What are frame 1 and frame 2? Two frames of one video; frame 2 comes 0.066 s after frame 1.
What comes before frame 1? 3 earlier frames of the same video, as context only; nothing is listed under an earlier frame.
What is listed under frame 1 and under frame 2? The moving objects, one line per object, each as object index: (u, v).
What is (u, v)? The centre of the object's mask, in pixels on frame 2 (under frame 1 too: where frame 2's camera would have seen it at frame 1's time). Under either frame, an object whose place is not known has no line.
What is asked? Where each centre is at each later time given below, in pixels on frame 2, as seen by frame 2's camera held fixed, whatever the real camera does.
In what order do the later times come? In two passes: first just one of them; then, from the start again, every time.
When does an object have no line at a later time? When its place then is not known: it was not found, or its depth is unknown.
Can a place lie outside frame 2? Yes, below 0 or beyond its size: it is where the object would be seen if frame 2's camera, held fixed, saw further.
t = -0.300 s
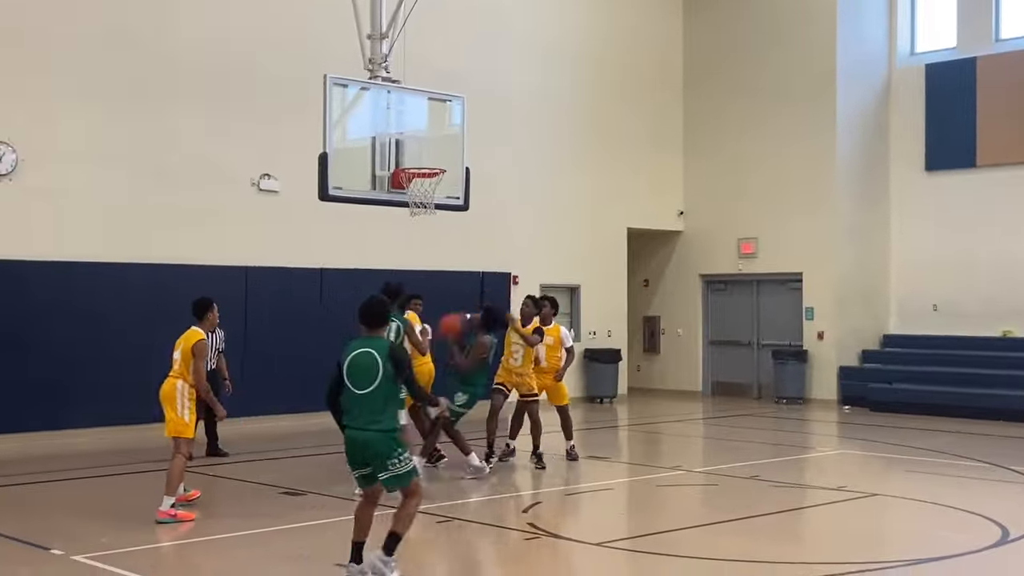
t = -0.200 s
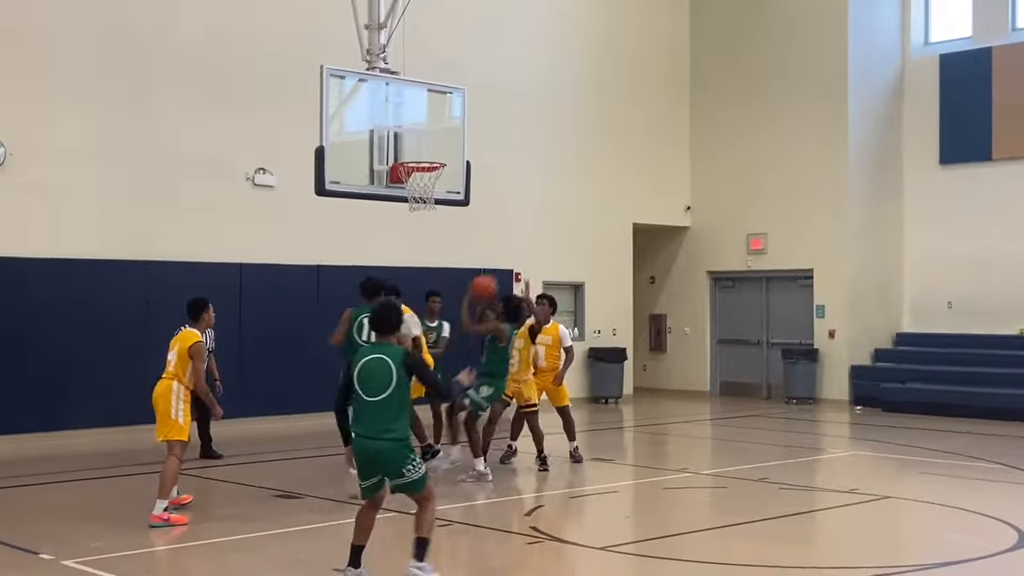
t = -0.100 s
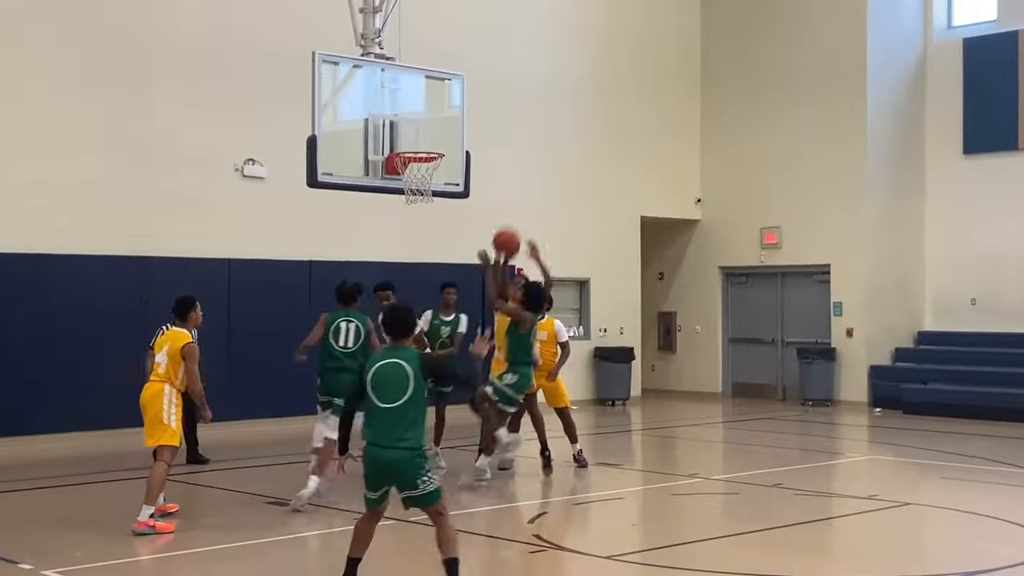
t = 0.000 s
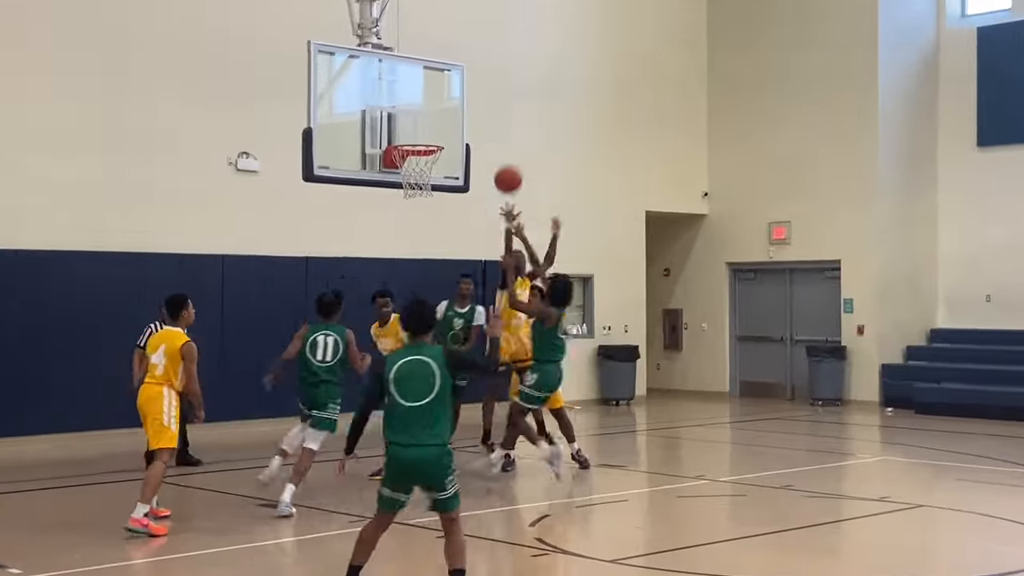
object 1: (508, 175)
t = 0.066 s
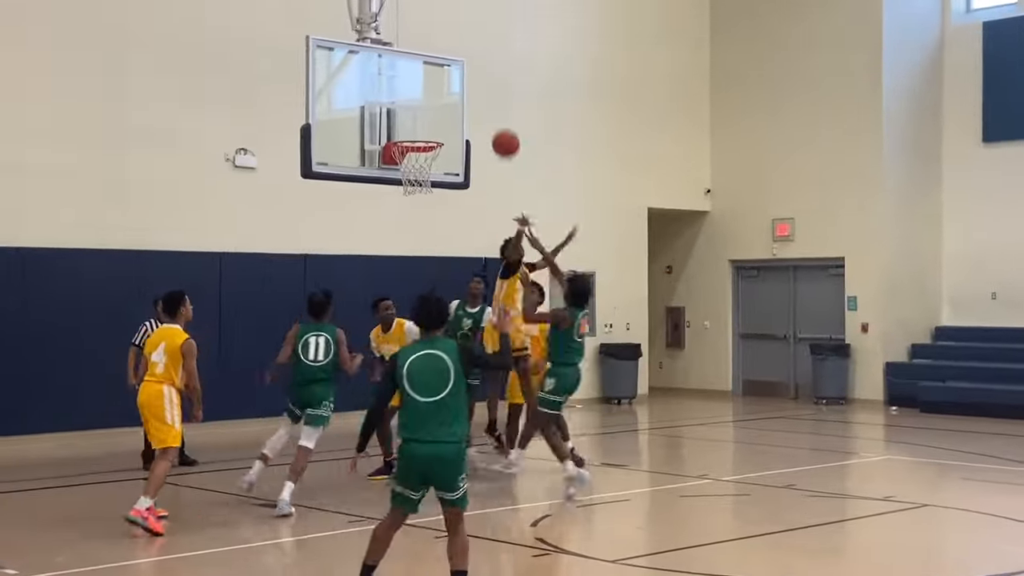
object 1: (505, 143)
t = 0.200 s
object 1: (501, 96)
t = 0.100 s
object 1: (504, 129)
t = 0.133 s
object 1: (503, 117)
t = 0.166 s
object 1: (502, 106)
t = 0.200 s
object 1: (501, 96)
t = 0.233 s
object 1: (500, 88)
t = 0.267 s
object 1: (499, 81)
